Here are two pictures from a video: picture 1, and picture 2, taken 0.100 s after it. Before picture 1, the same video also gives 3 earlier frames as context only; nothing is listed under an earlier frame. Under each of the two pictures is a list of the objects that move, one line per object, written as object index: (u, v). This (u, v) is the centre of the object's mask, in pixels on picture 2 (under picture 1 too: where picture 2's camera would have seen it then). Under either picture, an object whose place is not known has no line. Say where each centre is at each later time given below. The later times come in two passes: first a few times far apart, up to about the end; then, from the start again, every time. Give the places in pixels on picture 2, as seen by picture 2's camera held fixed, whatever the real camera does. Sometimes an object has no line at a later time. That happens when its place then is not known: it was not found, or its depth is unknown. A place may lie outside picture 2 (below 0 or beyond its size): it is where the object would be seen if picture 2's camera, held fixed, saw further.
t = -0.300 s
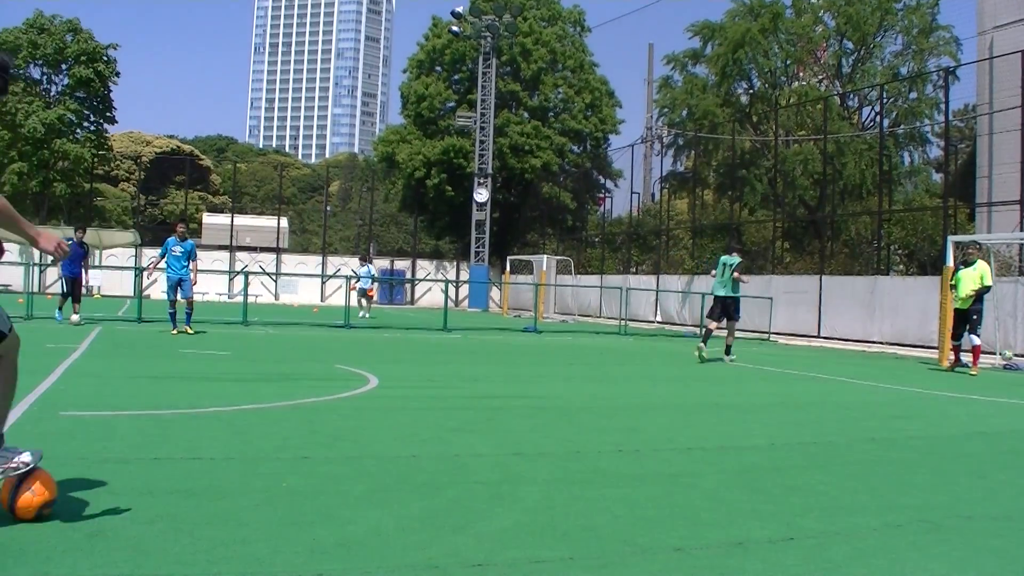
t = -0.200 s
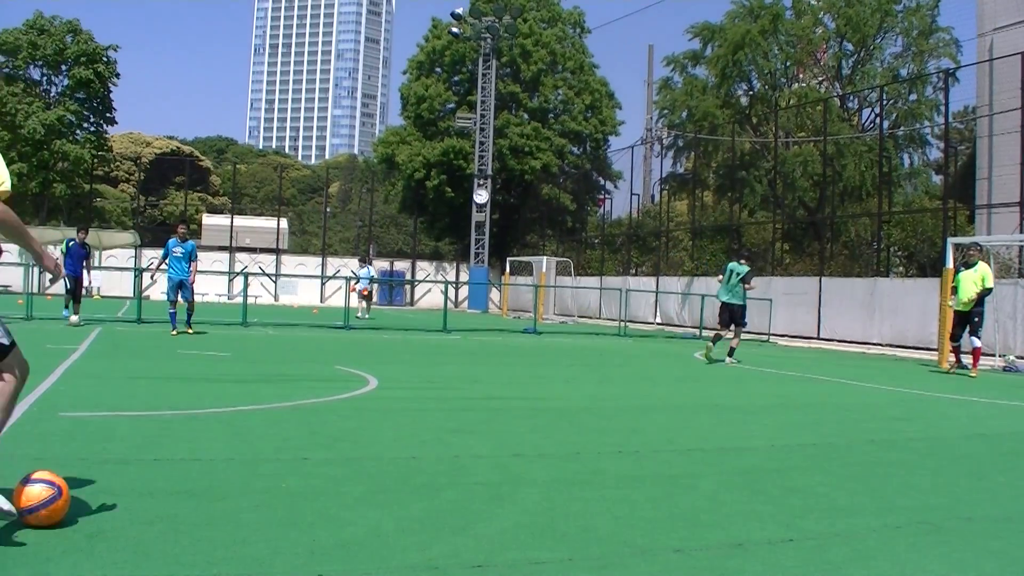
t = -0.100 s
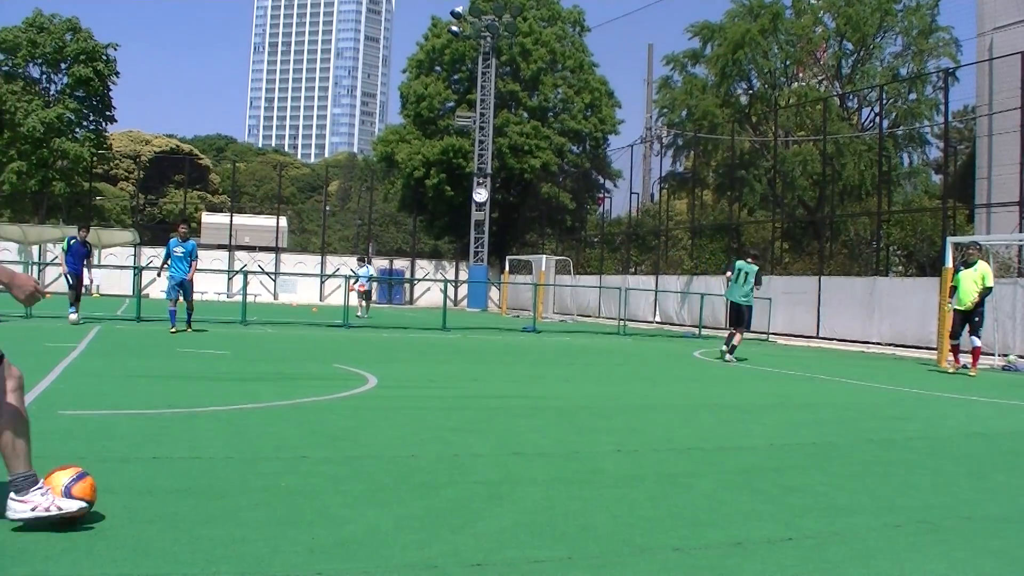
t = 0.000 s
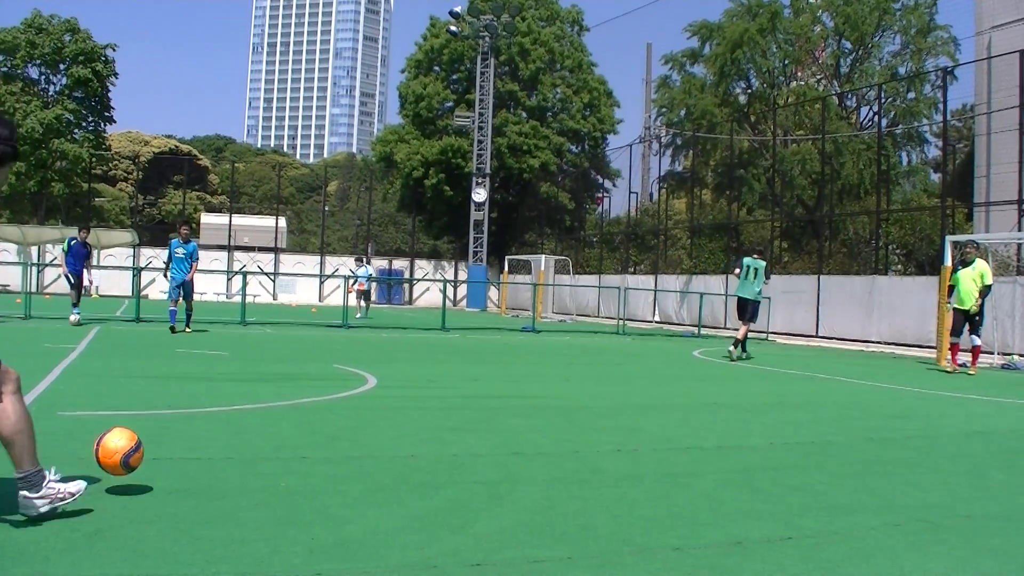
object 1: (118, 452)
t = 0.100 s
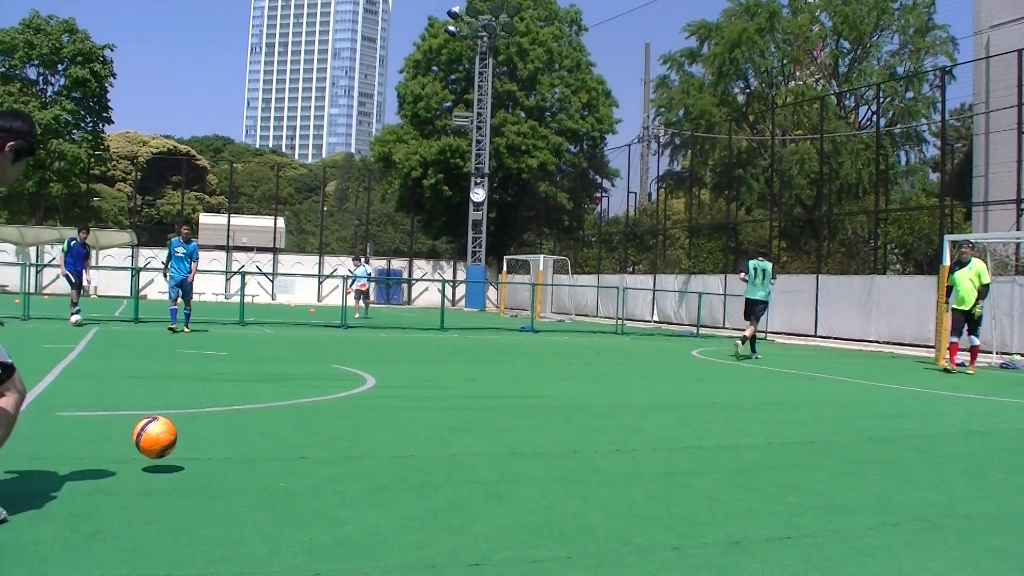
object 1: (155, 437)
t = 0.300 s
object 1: (204, 423)
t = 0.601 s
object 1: (252, 403)
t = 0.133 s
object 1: (165, 437)
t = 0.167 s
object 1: (174, 439)
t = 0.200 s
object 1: (182, 434)
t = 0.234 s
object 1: (190, 428)
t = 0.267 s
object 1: (198, 425)
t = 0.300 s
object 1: (204, 423)
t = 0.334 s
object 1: (211, 420)
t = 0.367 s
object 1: (216, 417)
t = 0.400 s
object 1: (222, 415)
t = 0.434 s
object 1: (227, 412)
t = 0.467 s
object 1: (232, 410)
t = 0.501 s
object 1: (237, 409)
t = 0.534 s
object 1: (241, 407)
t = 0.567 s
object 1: (247, 405)
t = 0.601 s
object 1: (252, 403)
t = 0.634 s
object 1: (255, 402)
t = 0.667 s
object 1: (259, 399)
